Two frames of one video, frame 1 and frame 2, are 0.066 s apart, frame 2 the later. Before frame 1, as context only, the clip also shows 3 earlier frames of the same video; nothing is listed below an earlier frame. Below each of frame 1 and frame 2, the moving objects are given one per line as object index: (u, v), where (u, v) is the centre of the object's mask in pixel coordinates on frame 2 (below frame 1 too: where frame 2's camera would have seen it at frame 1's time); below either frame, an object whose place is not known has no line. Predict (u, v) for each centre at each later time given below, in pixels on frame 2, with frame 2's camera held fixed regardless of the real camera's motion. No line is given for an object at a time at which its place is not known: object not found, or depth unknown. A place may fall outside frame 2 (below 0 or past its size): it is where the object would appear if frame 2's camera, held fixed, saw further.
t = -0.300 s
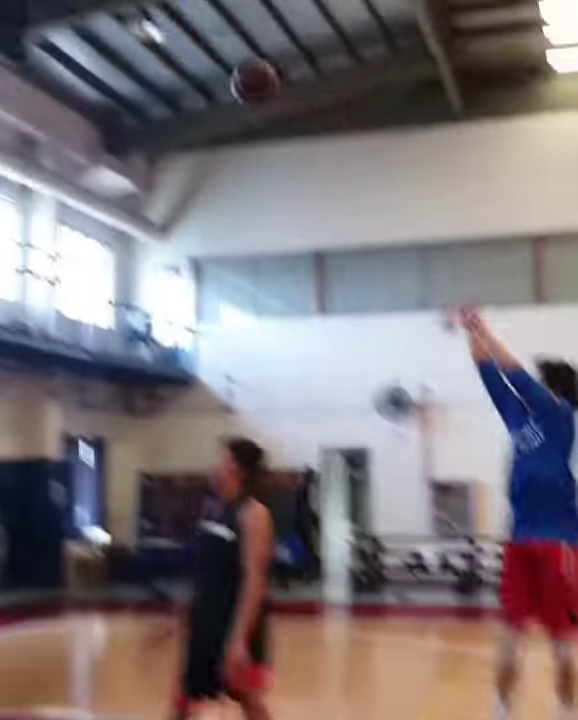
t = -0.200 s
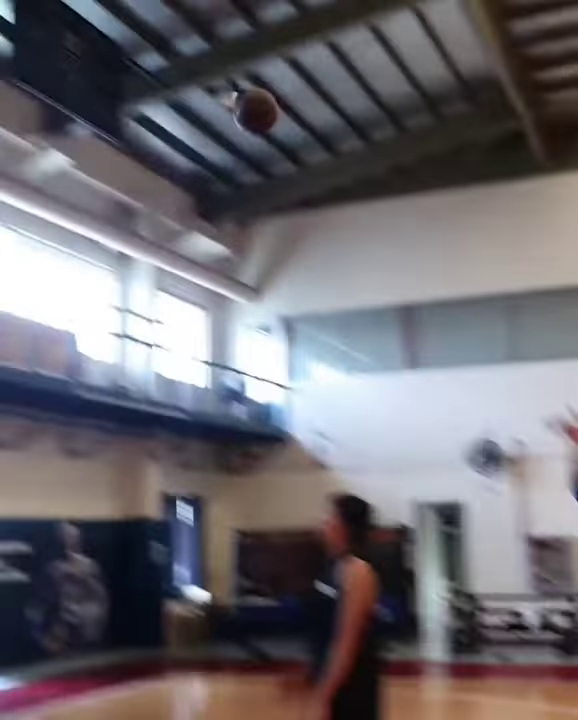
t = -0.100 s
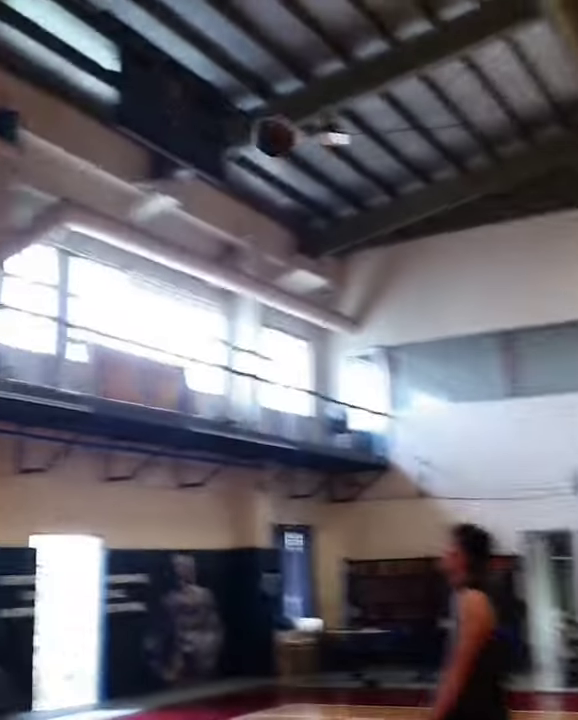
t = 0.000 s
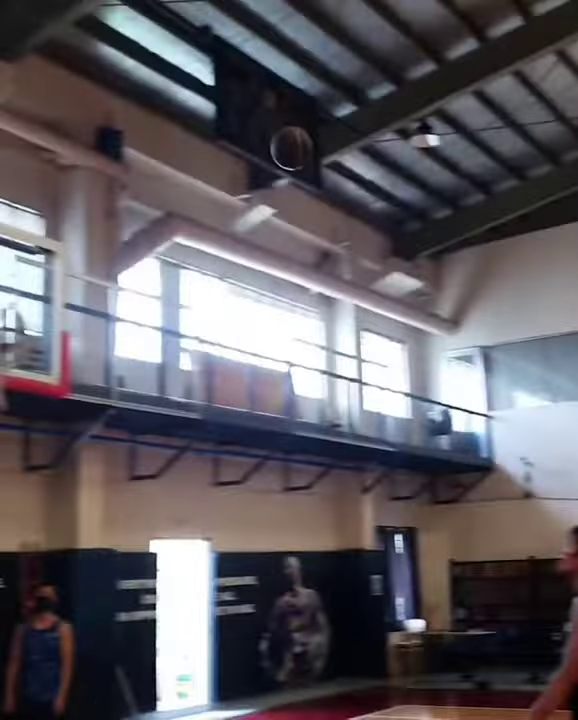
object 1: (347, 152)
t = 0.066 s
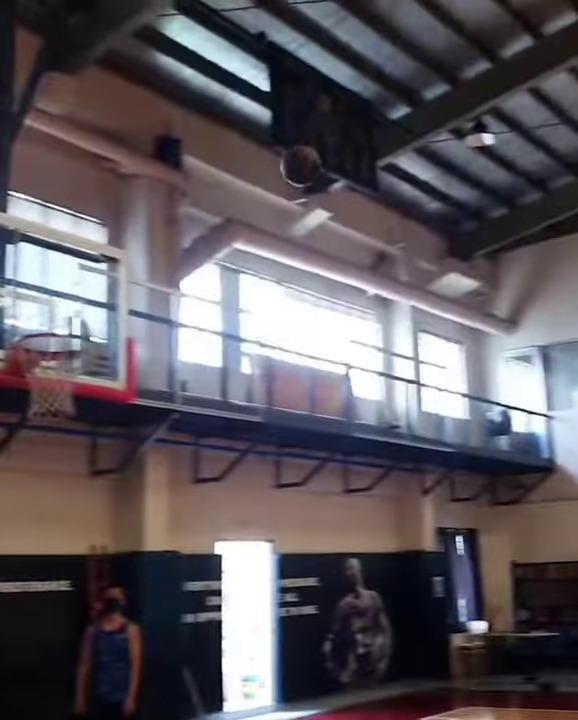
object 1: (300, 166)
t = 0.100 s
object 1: (278, 175)
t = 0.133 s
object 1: (256, 185)
